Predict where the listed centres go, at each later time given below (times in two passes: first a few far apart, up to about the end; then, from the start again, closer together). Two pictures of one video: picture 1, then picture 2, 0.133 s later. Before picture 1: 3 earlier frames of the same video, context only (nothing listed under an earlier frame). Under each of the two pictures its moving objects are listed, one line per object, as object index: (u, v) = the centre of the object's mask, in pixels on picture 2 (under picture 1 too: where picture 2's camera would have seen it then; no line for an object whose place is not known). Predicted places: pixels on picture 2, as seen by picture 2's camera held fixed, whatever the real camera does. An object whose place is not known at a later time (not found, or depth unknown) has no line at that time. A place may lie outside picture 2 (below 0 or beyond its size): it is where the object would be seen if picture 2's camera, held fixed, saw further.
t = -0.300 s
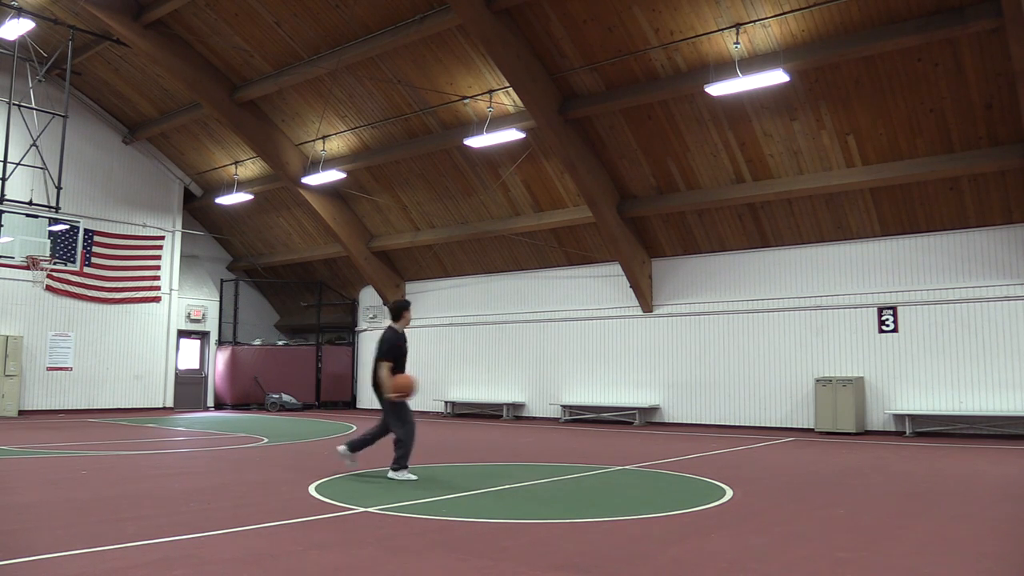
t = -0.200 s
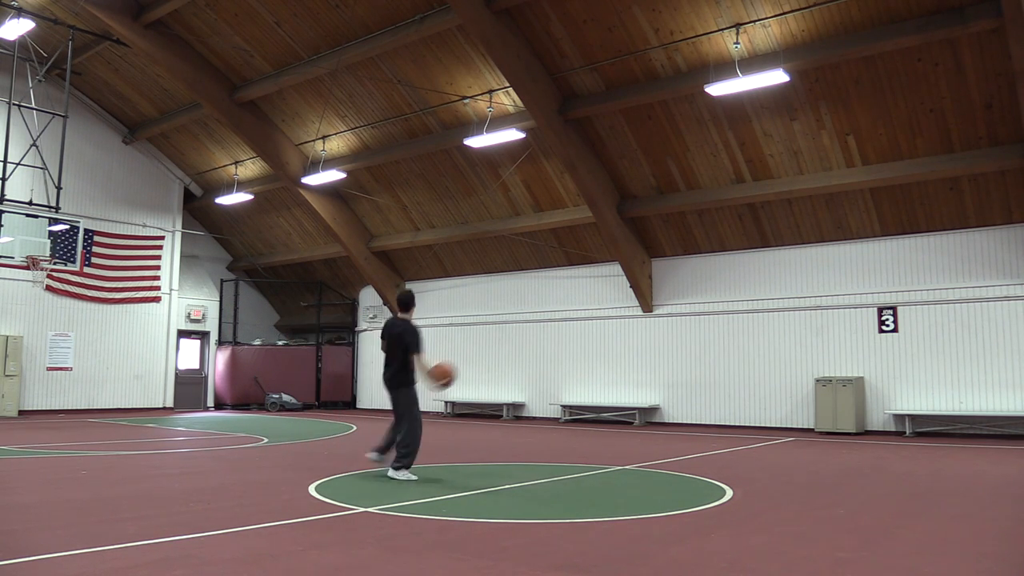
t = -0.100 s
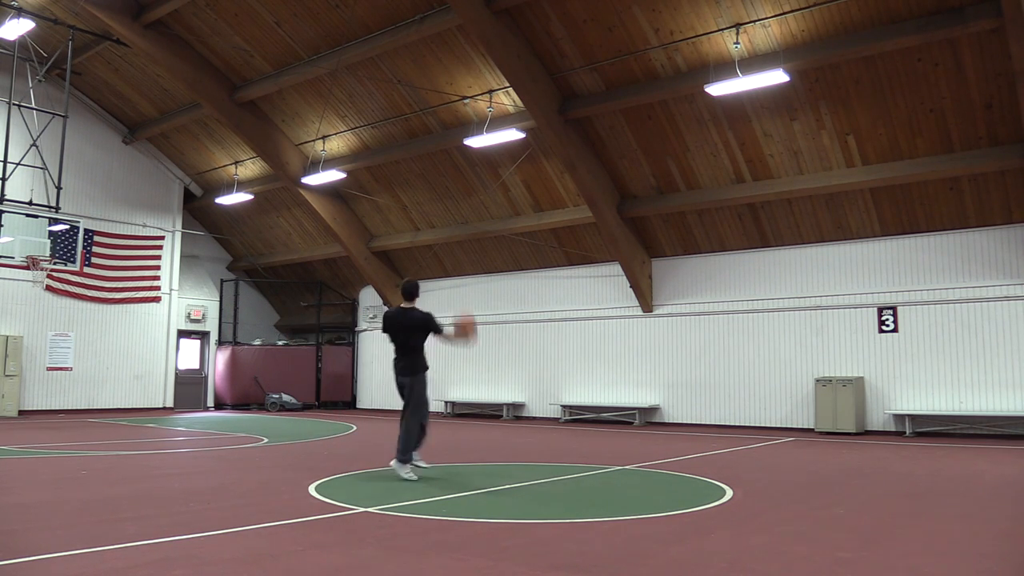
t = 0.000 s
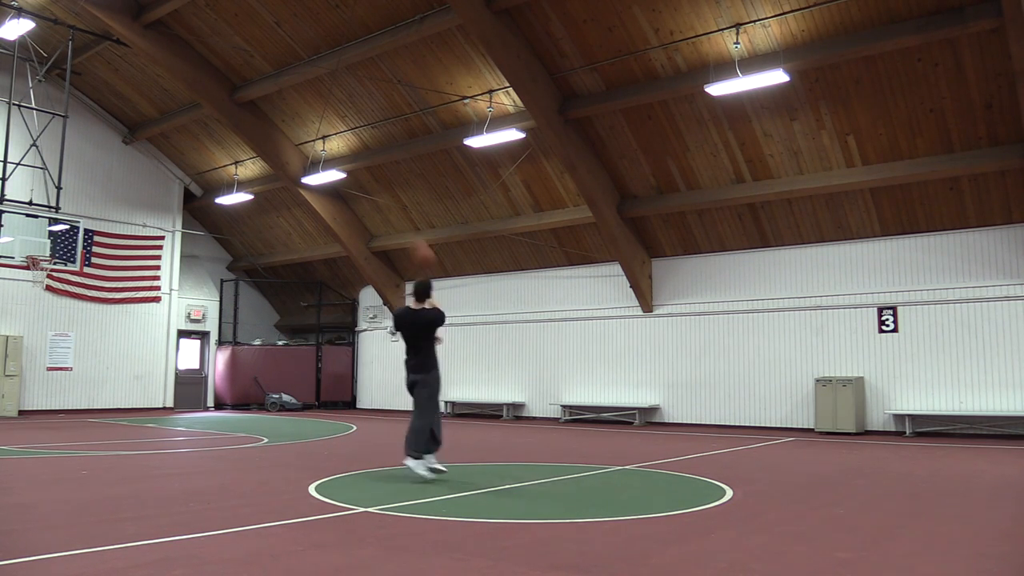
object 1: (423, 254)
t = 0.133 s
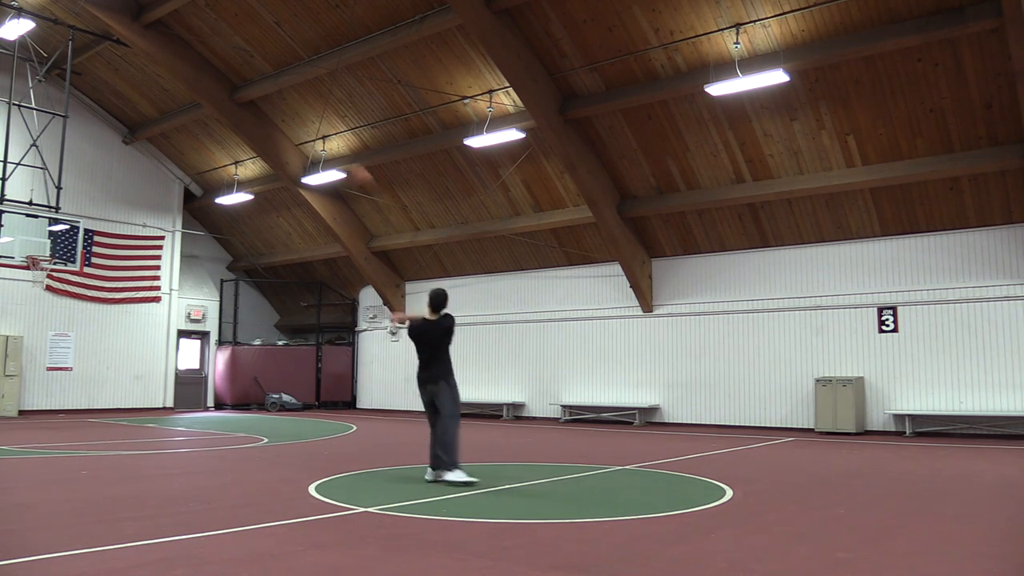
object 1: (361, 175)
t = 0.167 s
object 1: (348, 161)
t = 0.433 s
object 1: (254, 90)
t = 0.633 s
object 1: (201, 78)
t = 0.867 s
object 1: (149, 96)
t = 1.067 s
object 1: (110, 134)
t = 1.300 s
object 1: (69, 200)
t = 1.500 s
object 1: (37, 266)
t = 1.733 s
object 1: (15, 307)
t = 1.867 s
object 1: (4, 342)
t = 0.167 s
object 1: (348, 161)
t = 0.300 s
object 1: (296, 116)
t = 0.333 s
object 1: (286, 108)
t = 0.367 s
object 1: (275, 100)
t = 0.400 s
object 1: (264, 94)
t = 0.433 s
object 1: (254, 90)
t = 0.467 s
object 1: (244, 86)
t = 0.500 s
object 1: (235, 84)
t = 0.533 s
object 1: (227, 81)
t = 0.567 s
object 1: (218, 79)
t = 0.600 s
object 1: (209, 78)
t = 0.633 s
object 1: (201, 78)
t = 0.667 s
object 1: (193, 79)
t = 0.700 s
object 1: (185, 80)
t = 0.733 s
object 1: (178, 82)
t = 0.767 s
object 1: (170, 84)
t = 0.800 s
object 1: (163, 87)
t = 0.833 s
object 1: (156, 92)
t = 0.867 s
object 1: (149, 96)
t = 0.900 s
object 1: (142, 101)
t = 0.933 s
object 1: (135, 107)
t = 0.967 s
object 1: (128, 114)
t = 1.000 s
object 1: (122, 120)
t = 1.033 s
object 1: (117, 127)
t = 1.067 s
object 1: (110, 134)
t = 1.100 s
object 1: (104, 142)
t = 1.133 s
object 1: (97, 151)
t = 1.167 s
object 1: (91, 160)
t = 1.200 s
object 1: (85, 169)
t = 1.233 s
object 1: (80, 179)
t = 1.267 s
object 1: (75, 188)
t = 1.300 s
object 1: (69, 200)
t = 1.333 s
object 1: (63, 210)
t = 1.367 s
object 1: (55, 221)
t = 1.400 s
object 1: (51, 234)
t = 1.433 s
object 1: (46, 245)
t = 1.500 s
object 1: (37, 266)
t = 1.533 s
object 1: (33, 272)
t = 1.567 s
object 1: (30, 277)
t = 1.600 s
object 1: (27, 281)
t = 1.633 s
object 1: (24, 287)
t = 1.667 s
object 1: (21, 293)
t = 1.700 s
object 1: (18, 300)
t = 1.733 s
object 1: (15, 307)
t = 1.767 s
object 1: (12, 315)
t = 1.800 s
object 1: (9, 324)
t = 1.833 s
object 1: (6, 332)
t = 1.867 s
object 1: (4, 342)
